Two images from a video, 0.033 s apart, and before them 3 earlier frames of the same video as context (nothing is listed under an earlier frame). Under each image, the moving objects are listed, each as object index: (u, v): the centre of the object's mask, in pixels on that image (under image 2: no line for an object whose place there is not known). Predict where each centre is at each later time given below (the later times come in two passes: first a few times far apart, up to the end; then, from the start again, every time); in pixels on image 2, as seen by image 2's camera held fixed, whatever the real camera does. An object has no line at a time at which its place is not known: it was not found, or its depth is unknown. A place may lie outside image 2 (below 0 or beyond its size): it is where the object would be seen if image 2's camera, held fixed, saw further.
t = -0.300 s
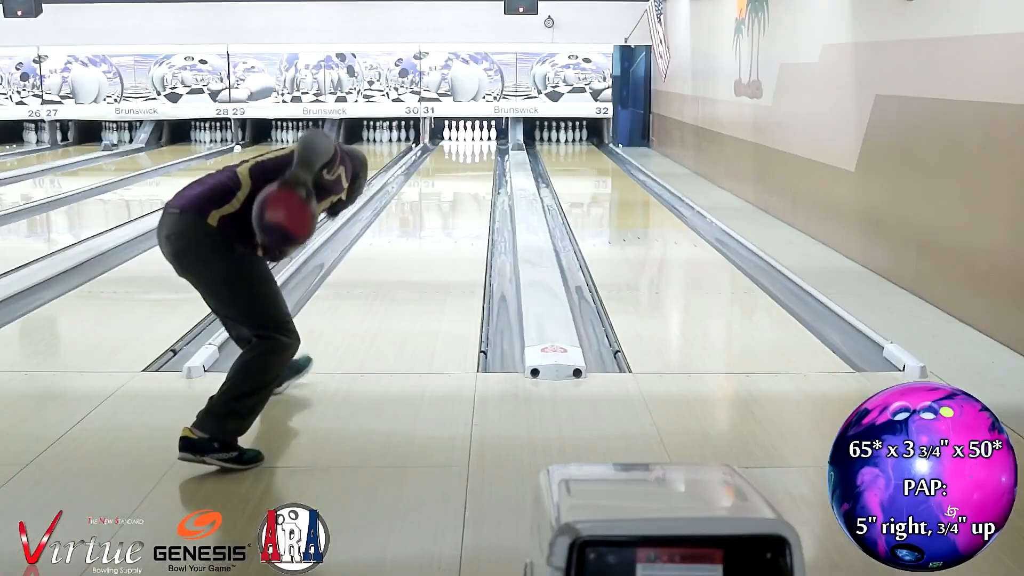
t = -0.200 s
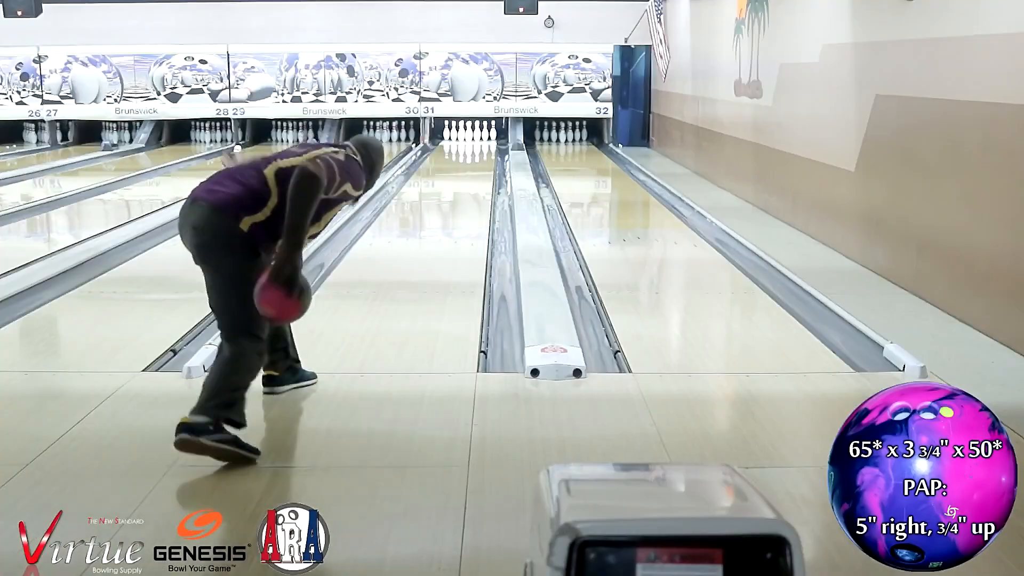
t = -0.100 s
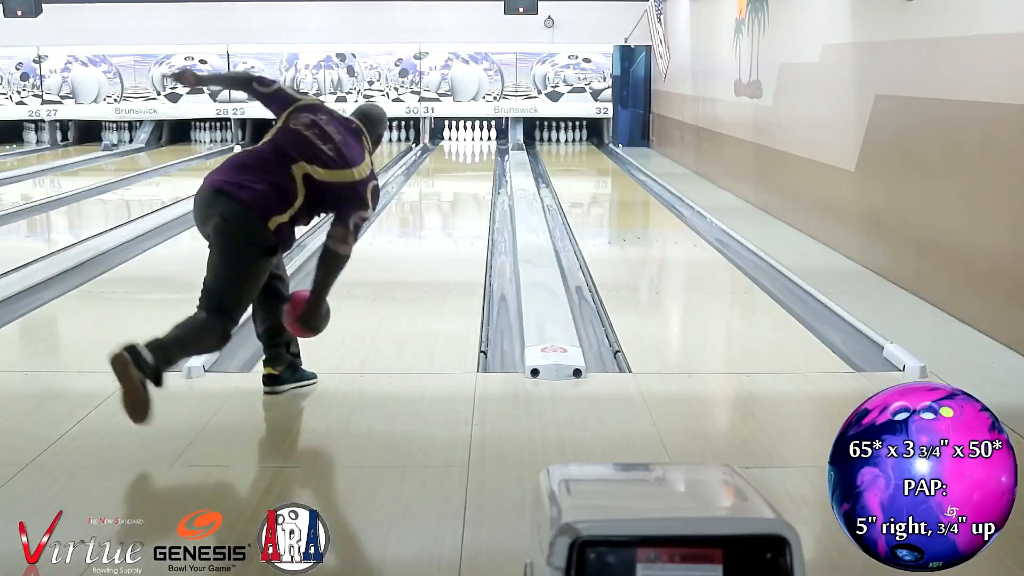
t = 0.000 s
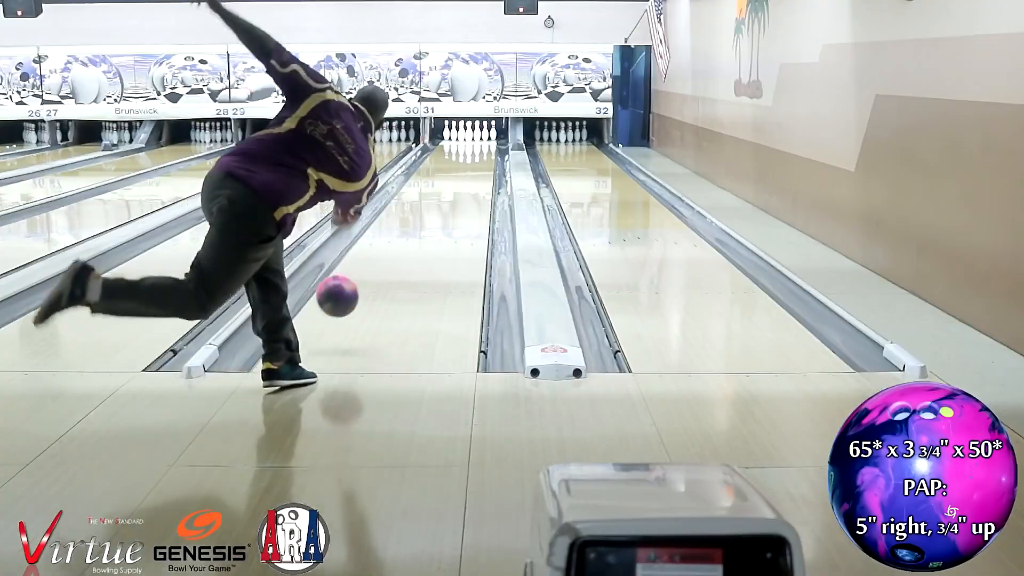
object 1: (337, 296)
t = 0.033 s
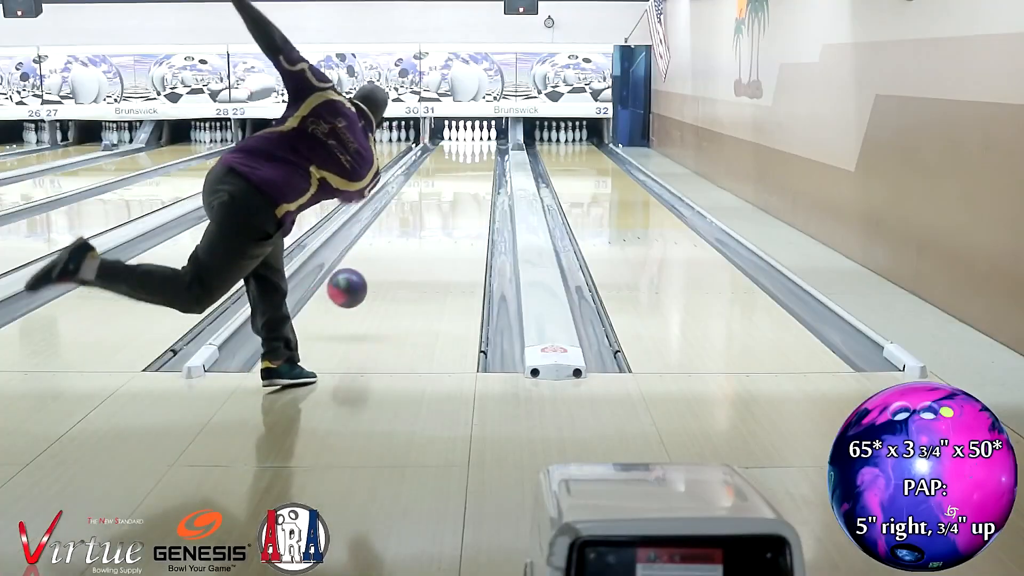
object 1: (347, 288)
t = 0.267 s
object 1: (397, 259)
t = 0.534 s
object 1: (431, 221)
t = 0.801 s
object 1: (452, 196)
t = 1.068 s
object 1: (466, 177)
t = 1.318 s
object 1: (474, 165)
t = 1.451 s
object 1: (477, 159)
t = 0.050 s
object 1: (352, 285)
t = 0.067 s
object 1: (356, 283)
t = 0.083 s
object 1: (360, 281)
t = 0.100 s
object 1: (364, 279)
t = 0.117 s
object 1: (368, 279)
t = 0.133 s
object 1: (372, 279)
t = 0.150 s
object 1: (376, 279)
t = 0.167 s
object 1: (379, 279)
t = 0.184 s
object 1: (382, 279)
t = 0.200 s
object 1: (385, 274)
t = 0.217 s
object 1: (389, 269)
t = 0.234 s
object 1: (391, 265)
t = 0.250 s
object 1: (394, 262)
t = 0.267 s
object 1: (397, 259)
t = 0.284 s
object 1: (400, 257)
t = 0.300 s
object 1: (402, 255)
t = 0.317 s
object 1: (405, 252)
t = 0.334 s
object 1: (407, 249)
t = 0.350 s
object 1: (410, 246)
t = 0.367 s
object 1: (412, 244)
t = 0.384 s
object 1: (414, 242)
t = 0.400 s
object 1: (416, 239)
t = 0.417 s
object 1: (418, 236)
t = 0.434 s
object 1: (420, 234)
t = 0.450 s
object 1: (422, 232)
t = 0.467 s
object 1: (424, 230)
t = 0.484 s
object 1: (426, 227)
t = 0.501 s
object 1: (428, 225)
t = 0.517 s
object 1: (429, 223)
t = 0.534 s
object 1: (431, 221)
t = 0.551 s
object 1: (433, 219)
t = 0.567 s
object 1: (434, 218)
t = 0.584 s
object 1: (436, 216)
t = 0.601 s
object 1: (437, 214)
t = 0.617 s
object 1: (439, 213)
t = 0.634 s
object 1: (440, 211)
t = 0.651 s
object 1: (442, 209)
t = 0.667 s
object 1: (443, 208)
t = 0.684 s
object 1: (444, 206)
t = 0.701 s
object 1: (445, 205)
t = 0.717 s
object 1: (447, 203)
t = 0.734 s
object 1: (448, 201)
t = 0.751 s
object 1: (449, 200)
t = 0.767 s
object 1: (450, 199)
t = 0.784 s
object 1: (451, 197)
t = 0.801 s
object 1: (452, 196)
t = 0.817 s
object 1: (453, 194)
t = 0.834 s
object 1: (454, 193)
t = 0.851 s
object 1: (455, 192)
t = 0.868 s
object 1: (456, 190)
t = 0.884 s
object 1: (457, 189)
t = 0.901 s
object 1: (458, 188)
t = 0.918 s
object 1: (459, 187)
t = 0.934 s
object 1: (460, 186)
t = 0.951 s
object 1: (461, 185)
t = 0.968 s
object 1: (462, 183)
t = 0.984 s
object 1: (462, 182)
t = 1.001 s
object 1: (463, 181)
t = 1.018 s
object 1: (464, 180)
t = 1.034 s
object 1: (465, 179)
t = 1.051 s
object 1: (465, 178)
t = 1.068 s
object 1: (466, 177)
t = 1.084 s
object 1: (467, 176)
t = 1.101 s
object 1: (468, 175)
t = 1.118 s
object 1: (468, 174)
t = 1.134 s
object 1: (469, 173)
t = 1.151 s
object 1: (469, 172)
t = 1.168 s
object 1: (470, 171)
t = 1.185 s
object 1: (471, 171)
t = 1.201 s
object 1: (471, 170)
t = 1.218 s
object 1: (472, 169)
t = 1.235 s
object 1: (472, 168)
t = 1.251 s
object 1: (472, 168)
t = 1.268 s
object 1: (473, 167)
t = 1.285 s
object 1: (473, 166)
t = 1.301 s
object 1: (474, 165)
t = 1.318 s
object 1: (474, 165)
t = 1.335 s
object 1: (475, 164)
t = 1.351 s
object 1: (475, 163)
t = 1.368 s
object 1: (475, 163)
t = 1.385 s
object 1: (476, 161)
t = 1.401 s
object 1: (476, 160)
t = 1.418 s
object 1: (477, 160)
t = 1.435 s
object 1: (477, 159)
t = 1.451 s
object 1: (477, 159)
